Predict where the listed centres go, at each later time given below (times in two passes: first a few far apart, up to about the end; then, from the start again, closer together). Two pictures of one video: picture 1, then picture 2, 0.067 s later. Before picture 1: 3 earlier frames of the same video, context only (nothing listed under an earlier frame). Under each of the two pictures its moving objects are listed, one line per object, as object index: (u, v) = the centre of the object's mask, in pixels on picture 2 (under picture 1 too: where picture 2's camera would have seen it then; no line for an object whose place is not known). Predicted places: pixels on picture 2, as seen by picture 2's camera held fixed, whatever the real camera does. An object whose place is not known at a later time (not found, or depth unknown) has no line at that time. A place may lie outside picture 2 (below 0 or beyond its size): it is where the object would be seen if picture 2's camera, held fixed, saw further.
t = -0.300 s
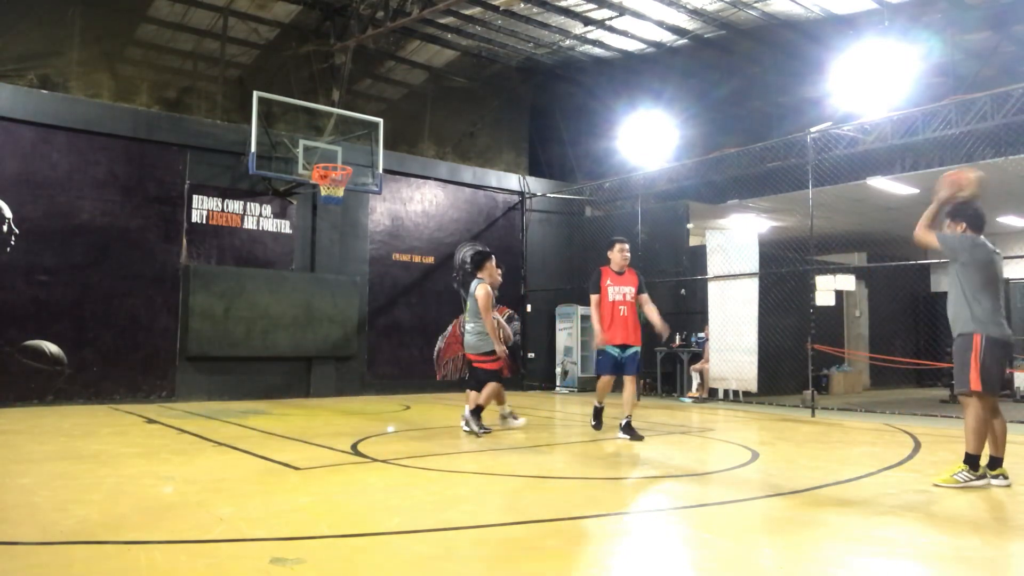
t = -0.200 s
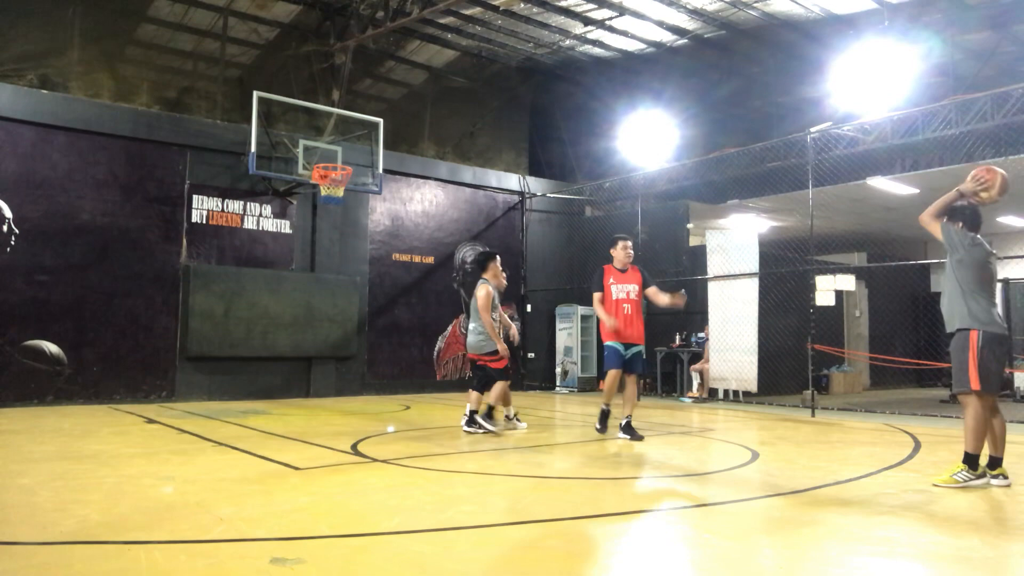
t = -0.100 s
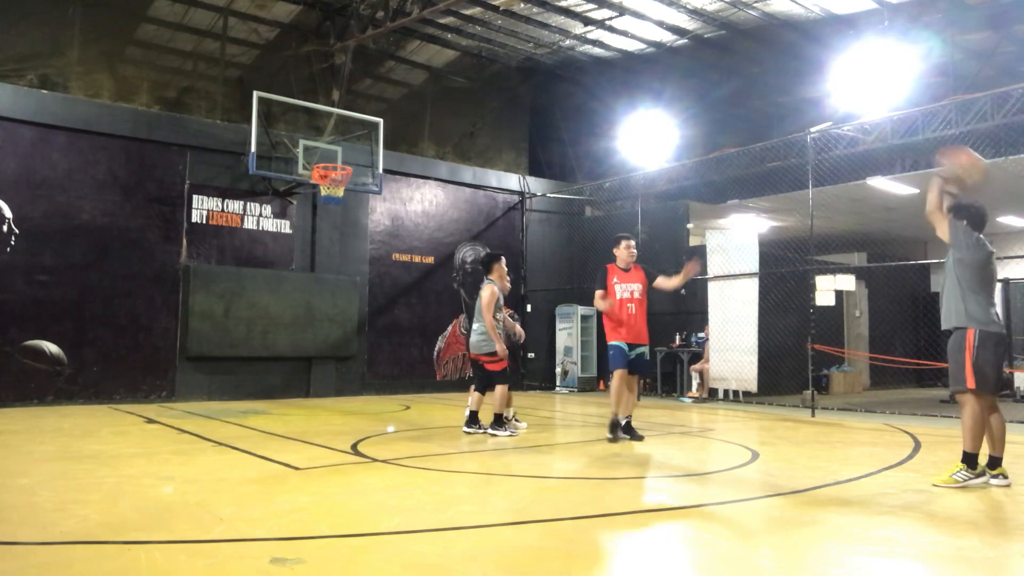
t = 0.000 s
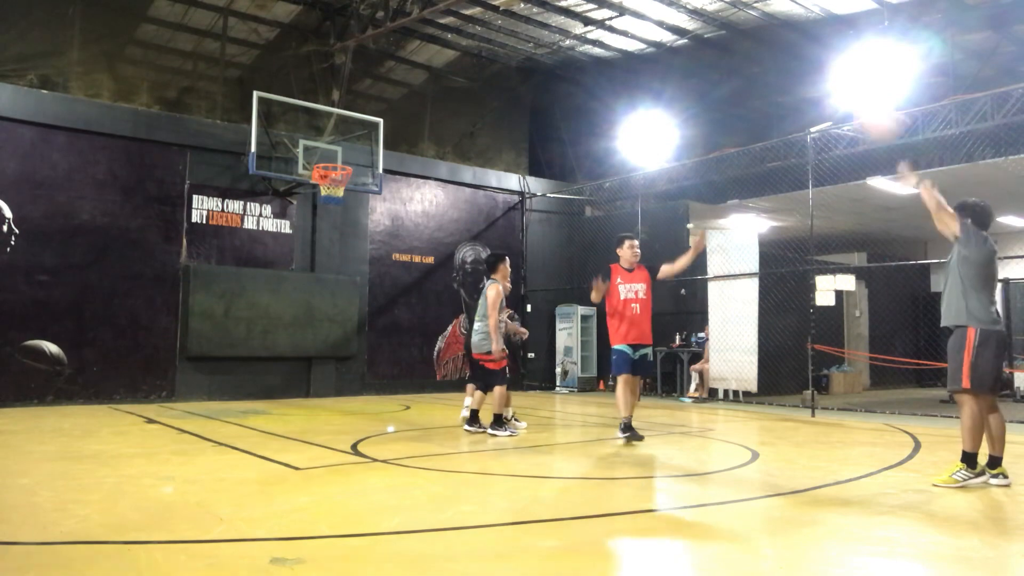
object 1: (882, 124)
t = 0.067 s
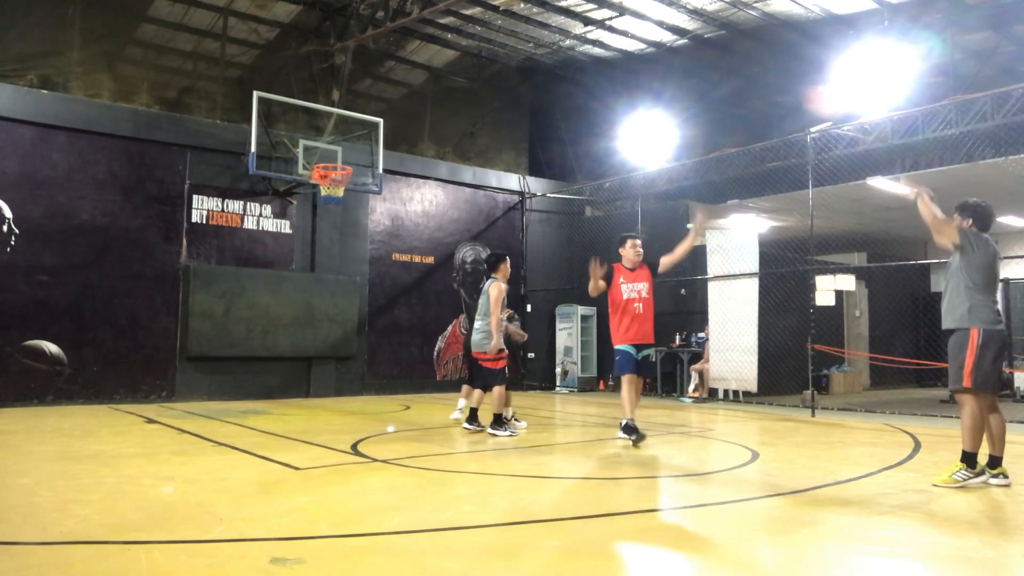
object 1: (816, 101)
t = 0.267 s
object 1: (704, 86)
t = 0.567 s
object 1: (570, 136)
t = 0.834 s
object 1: (486, 226)
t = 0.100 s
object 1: (801, 95)
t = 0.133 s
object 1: (781, 91)
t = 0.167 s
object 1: (761, 88)
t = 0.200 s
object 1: (741, 87)
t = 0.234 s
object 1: (722, 85)
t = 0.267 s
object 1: (704, 86)
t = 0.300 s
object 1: (686, 88)
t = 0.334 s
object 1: (670, 90)
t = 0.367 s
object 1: (654, 94)
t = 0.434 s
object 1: (624, 105)
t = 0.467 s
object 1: (610, 112)
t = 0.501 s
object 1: (596, 120)
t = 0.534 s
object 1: (583, 128)
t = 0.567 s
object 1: (570, 136)
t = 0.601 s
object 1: (558, 146)
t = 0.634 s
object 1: (547, 156)
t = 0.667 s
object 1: (537, 165)
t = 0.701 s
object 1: (527, 175)
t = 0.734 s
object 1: (515, 189)
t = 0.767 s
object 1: (505, 201)
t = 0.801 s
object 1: (495, 214)
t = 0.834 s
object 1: (486, 226)
